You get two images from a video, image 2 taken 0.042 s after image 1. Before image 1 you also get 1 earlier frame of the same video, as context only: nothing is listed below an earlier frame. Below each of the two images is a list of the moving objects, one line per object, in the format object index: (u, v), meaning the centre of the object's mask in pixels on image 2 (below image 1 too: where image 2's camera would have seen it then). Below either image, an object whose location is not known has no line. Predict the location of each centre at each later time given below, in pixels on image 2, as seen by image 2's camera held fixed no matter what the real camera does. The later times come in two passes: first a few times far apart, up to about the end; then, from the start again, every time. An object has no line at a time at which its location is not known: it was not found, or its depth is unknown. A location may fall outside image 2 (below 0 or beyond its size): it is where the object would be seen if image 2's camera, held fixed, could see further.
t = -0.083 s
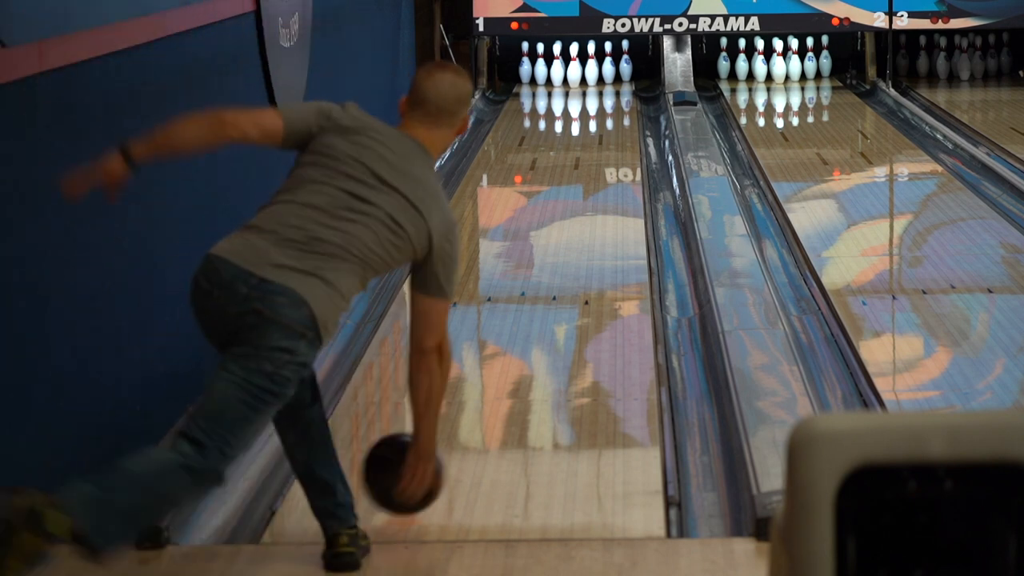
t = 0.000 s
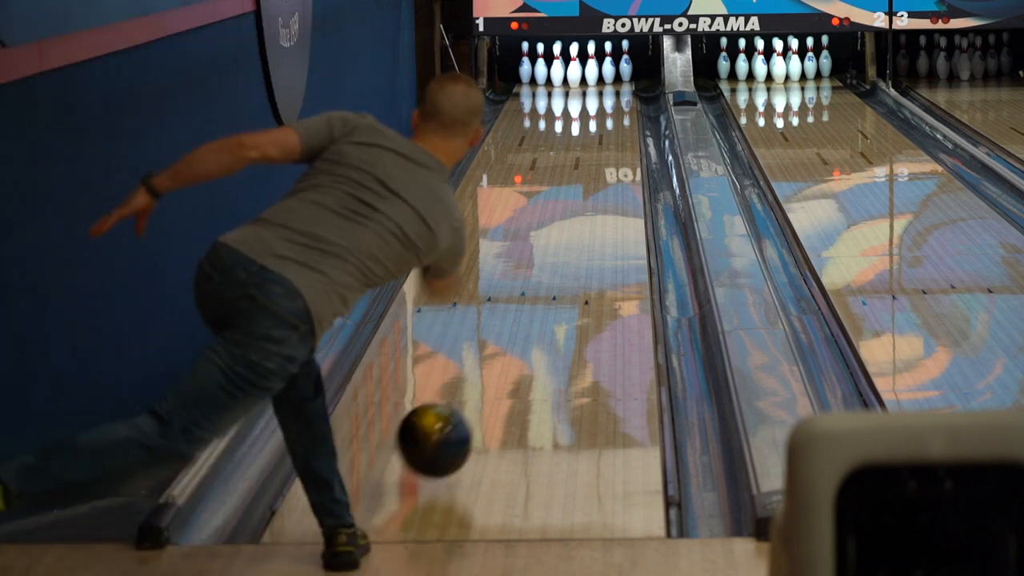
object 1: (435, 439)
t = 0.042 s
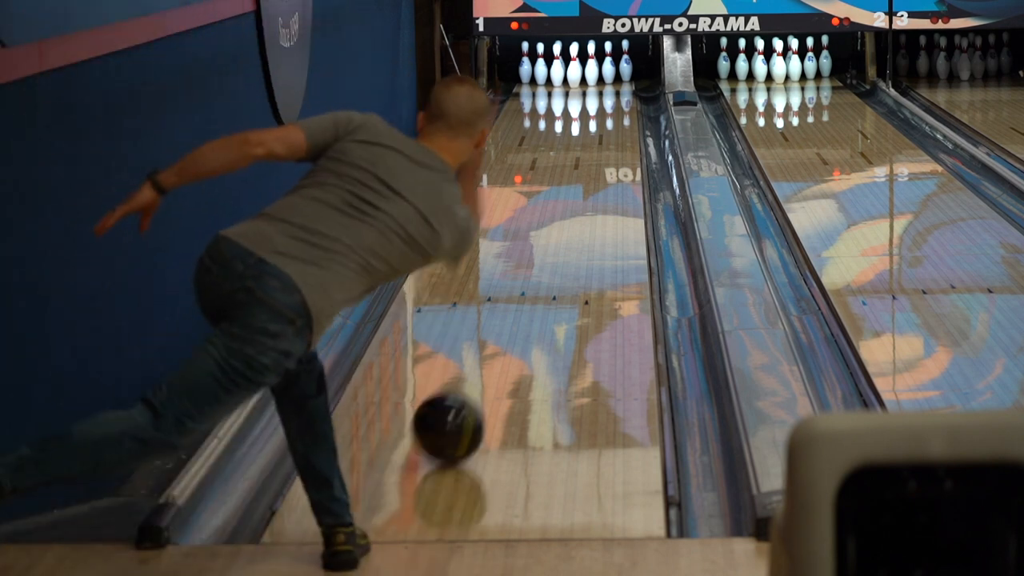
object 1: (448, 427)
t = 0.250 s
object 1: (500, 337)
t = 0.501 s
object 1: (543, 262)
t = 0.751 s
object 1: (571, 210)
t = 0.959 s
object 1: (588, 176)
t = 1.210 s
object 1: (603, 145)
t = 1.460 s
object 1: (612, 121)
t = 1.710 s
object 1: (611, 102)
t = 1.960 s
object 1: (600, 88)
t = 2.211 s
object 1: (581, 76)
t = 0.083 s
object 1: (460, 406)
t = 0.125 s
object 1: (472, 387)
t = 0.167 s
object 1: (482, 369)
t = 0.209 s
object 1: (492, 353)
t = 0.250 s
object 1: (500, 337)
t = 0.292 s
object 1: (509, 322)
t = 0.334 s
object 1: (516, 309)
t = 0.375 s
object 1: (524, 296)
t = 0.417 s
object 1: (530, 283)
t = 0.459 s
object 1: (537, 272)
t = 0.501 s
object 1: (543, 262)
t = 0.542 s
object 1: (548, 252)
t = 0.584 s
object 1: (553, 243)
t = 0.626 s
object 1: (558, 234)
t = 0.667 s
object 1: (563, 226)
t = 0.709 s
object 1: (567, 218)
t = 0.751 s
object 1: (571, 210)
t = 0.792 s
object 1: (575, 203)
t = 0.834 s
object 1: (579, 196)
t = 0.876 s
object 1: (582, 189)
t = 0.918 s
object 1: (585, 183)
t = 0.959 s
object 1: (588, 176)
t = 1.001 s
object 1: (591, 171)
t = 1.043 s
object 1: (594, 165)
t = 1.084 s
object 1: (596, 160)
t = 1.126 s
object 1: (598, 155)
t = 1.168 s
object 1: (601, 150)
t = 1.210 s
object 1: (603, 145)
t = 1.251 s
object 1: (604, 141)
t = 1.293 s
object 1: (607, 137)
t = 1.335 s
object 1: (608, 133)
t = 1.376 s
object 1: (609, 129)
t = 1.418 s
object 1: (611, 125)
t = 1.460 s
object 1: (612, 121)
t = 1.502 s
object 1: (613, 118)
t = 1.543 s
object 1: (613, 114)
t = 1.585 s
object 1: (613, 111)
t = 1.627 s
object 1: (613, 108)
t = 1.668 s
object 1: (612, 105)
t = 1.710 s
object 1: (611, 102)
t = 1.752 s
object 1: (610, 100)
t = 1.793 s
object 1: (609, 97)
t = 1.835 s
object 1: (607, 94)
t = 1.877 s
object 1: (605, 92)
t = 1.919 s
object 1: (603, 90)
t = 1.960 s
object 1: (600, 88)
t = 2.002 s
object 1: (596, 85)
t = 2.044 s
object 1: (593, 84)
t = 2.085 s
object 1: (589, 81)
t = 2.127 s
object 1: (585, 79)
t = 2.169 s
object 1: (581, 77)
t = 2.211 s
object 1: (581, 76)
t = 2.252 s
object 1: (578, 75)
